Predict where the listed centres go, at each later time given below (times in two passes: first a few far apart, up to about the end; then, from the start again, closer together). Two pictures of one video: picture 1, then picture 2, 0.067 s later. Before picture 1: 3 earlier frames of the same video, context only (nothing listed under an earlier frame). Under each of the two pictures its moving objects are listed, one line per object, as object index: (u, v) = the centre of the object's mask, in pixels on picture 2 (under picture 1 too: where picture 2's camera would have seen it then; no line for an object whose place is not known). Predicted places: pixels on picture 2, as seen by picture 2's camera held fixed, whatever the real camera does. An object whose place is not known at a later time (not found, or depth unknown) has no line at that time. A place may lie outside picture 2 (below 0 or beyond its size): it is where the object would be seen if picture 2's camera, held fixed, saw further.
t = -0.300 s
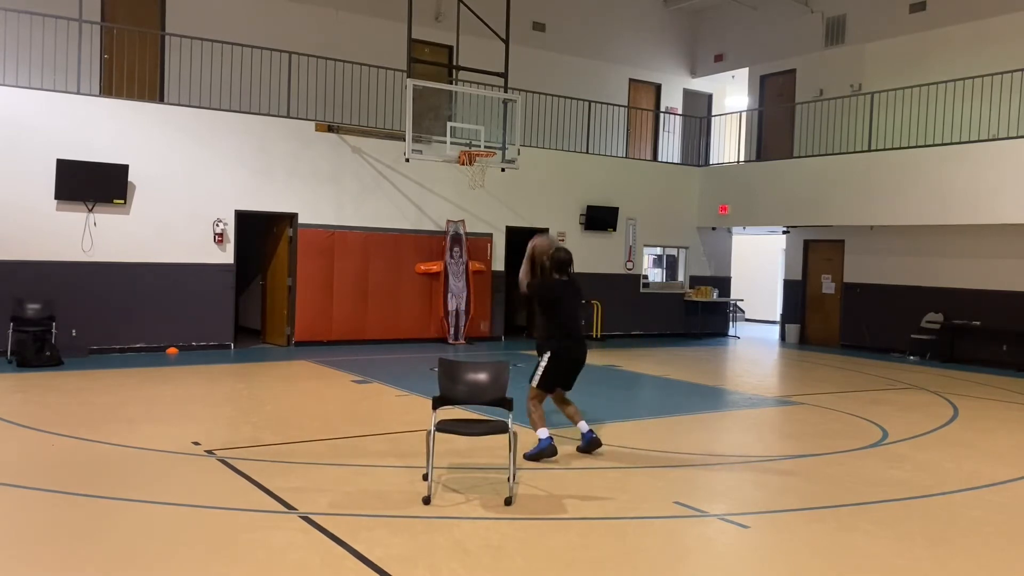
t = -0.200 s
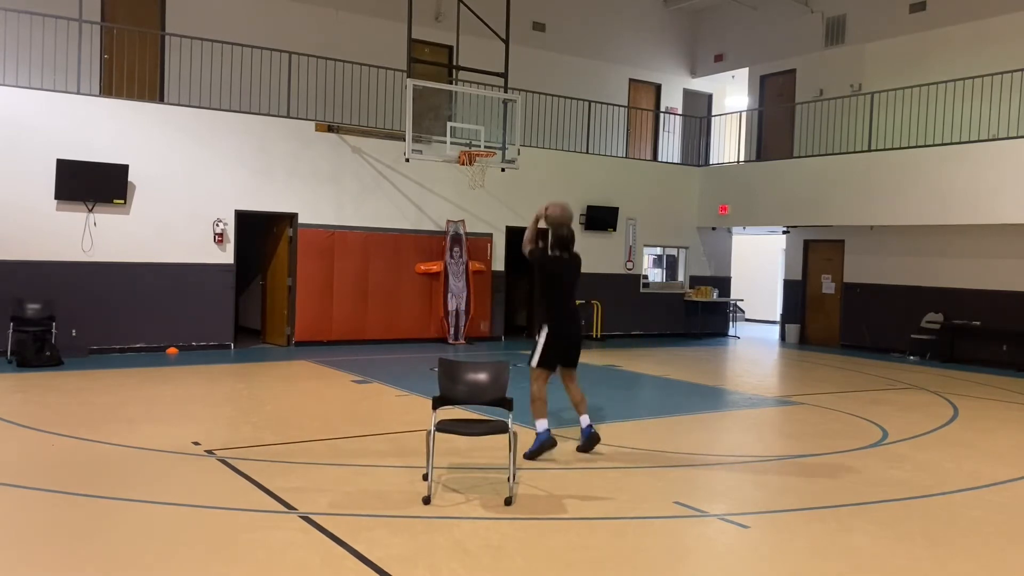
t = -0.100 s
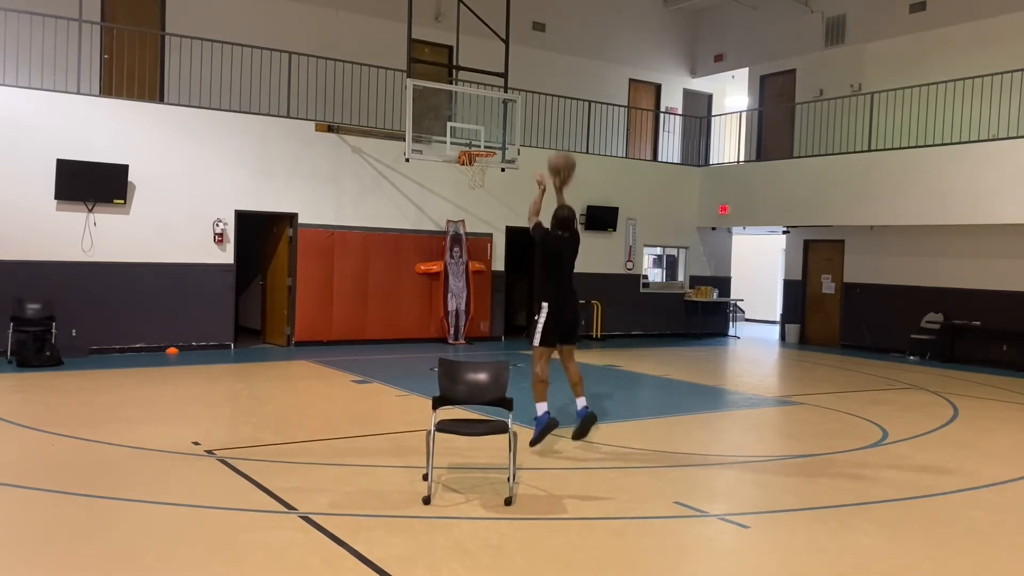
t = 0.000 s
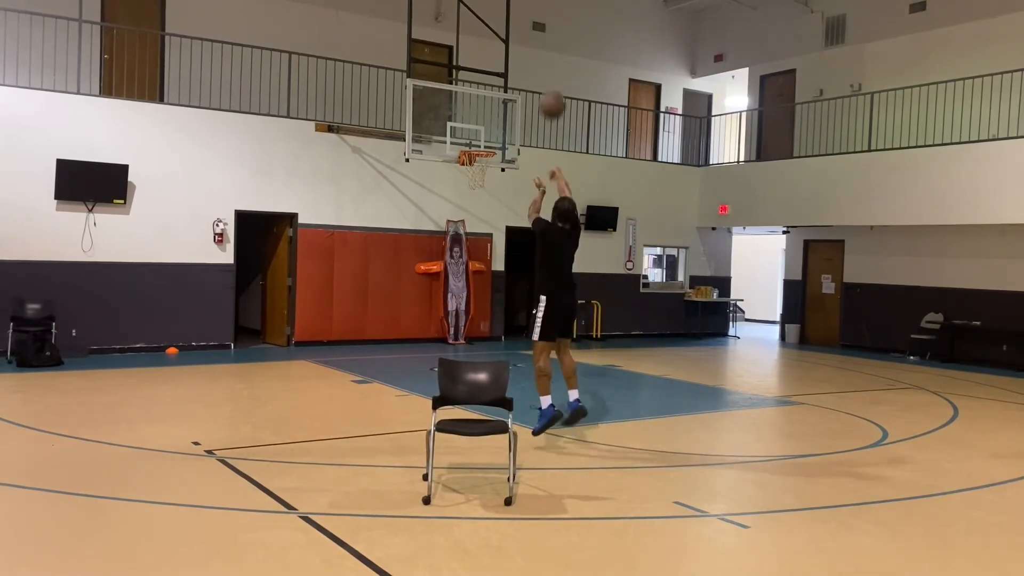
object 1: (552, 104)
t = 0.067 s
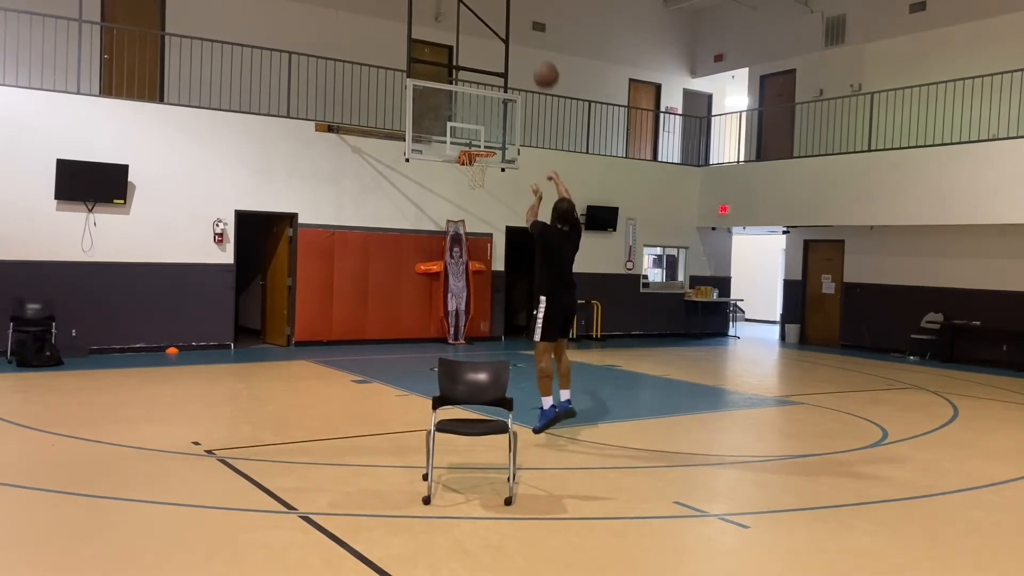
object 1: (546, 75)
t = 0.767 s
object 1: (491, 68)
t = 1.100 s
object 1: (486, 169)
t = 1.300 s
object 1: (493, 178)
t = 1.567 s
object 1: (500, 229)
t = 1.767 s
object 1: (504, 301)
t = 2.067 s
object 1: (504, 315)
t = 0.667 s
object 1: (497, 45)
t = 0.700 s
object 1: (495, 52)
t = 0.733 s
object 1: (493, 60)
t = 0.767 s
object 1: (491, 68)
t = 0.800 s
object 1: (489, 77)
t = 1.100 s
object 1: (486, 169)
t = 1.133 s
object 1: (488, 172)
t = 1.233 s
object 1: (492, 173)
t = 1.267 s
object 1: (493, 175)
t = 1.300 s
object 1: (493, 178)
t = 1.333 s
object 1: (494, 181)
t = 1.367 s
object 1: (495, 185)
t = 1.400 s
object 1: (496, 191)
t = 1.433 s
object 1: (497, 197)
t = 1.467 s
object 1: (497, 203)
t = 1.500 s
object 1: (498, 211)
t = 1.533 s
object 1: (499, 219)
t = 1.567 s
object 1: (500, 229)
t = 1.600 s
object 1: (501, 239)
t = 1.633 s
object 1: (501, 250)
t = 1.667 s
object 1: (502, 262)
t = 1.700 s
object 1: (503, 274)
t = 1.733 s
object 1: (503, 287)
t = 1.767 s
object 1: (504, 301)
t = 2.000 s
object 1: (504, 335)
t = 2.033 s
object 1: (504, 325)
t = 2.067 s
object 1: (504, 315)
